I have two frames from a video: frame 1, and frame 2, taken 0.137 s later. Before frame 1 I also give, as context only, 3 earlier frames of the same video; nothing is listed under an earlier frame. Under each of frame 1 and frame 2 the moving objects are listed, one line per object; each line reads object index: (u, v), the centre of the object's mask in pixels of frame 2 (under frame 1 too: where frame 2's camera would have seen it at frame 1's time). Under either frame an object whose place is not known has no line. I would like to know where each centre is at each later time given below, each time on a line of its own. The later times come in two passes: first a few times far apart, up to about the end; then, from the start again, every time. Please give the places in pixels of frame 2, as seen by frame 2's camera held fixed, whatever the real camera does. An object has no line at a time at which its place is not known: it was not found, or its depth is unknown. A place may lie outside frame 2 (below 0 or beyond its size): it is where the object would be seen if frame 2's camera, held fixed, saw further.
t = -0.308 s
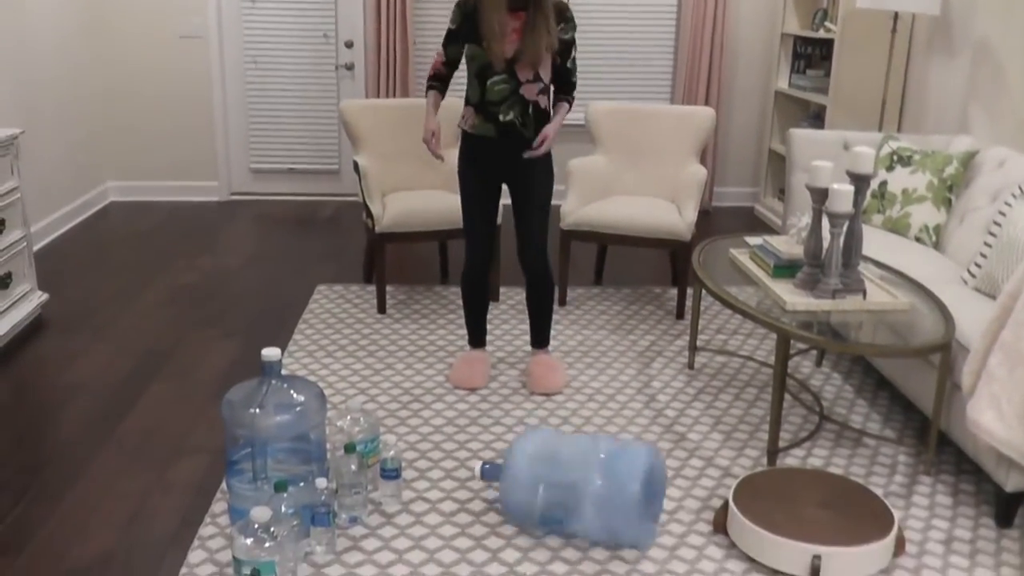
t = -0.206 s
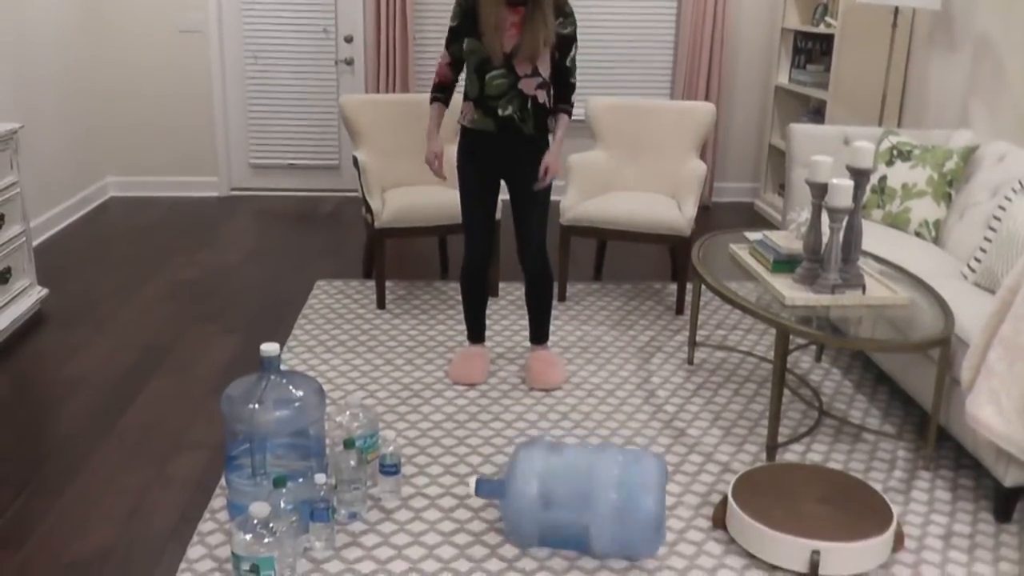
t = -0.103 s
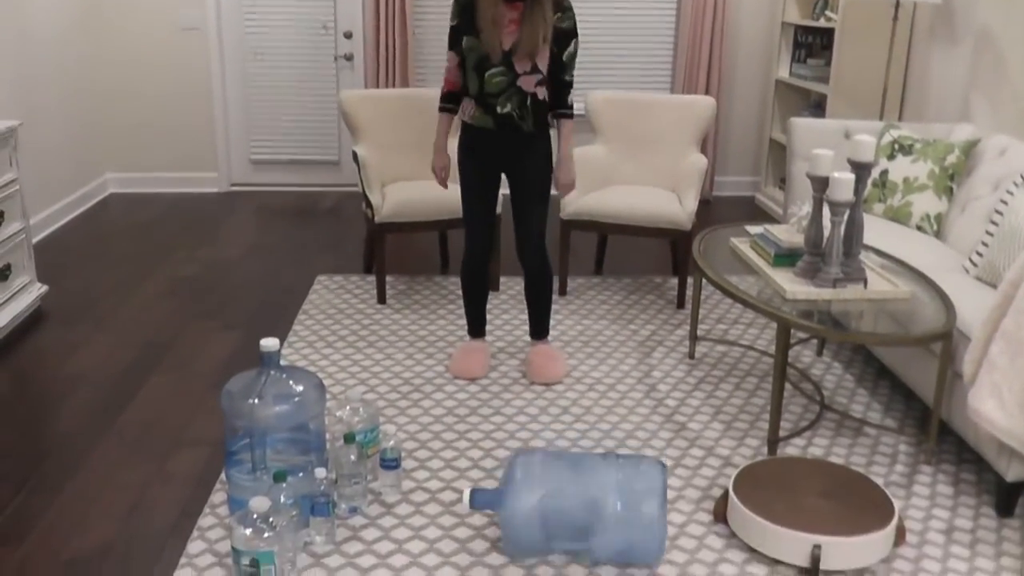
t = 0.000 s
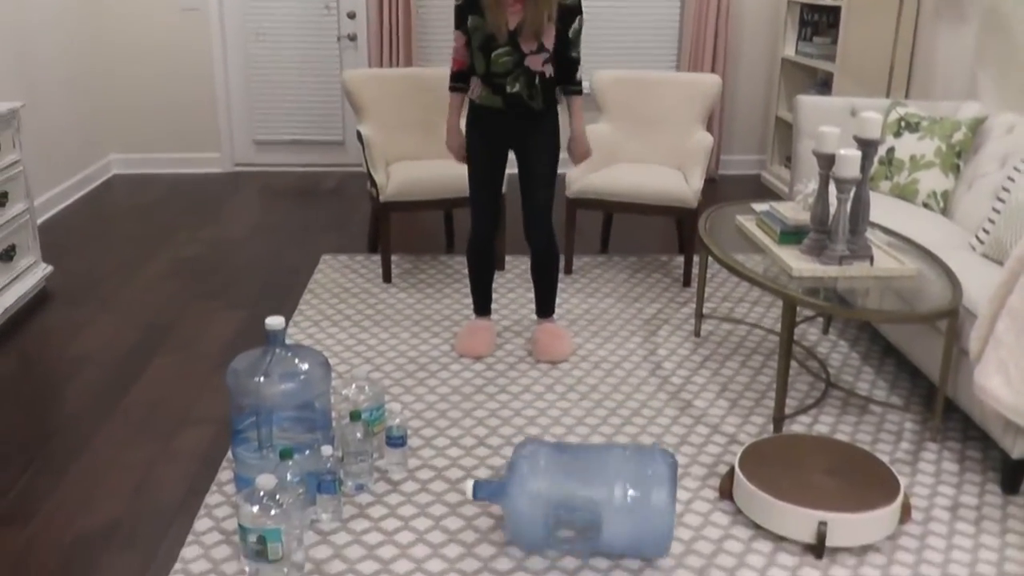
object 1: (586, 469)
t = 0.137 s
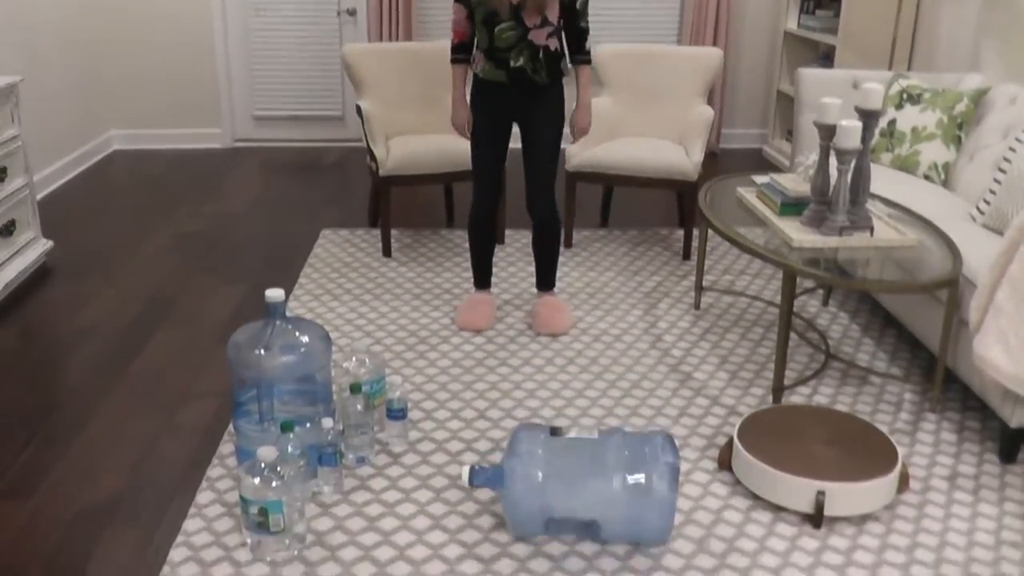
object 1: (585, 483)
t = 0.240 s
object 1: (584, 492)
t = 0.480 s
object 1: (583, 519)
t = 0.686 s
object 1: (582, 543)
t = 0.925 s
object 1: (580, 562)
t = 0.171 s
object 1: (584, 486)
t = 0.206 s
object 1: (585, 489)
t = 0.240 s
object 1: (584, 492)
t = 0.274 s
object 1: (583, 496)
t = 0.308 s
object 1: (583, 499)
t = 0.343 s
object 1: (583, 503)
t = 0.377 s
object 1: (583, 507)
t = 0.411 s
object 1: (583, 511)
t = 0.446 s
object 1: (583, 515)
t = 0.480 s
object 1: (583, 519)
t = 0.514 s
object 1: (583, 523)
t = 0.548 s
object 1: (582, 527)
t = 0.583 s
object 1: (581, 531)
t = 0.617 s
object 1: (582, 536)
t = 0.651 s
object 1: (582, 539)
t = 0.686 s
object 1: (582, 543)
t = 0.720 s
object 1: (581, 545)
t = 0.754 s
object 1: (581, 546)
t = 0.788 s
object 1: (580, 547)
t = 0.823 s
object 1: (580, 550)
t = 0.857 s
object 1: (580, 553)
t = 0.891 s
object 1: (580, 557)
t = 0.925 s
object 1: (580, 562)
